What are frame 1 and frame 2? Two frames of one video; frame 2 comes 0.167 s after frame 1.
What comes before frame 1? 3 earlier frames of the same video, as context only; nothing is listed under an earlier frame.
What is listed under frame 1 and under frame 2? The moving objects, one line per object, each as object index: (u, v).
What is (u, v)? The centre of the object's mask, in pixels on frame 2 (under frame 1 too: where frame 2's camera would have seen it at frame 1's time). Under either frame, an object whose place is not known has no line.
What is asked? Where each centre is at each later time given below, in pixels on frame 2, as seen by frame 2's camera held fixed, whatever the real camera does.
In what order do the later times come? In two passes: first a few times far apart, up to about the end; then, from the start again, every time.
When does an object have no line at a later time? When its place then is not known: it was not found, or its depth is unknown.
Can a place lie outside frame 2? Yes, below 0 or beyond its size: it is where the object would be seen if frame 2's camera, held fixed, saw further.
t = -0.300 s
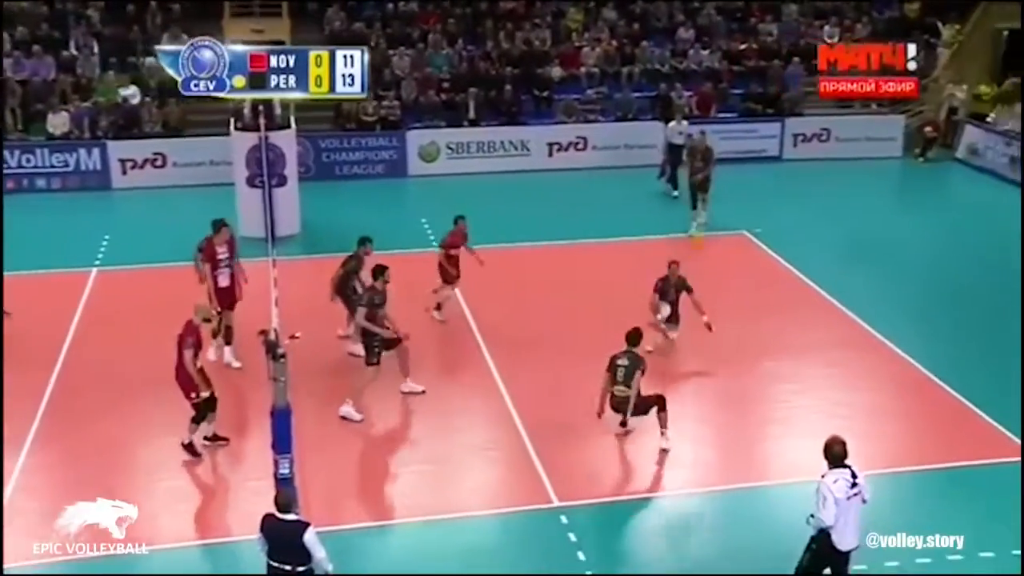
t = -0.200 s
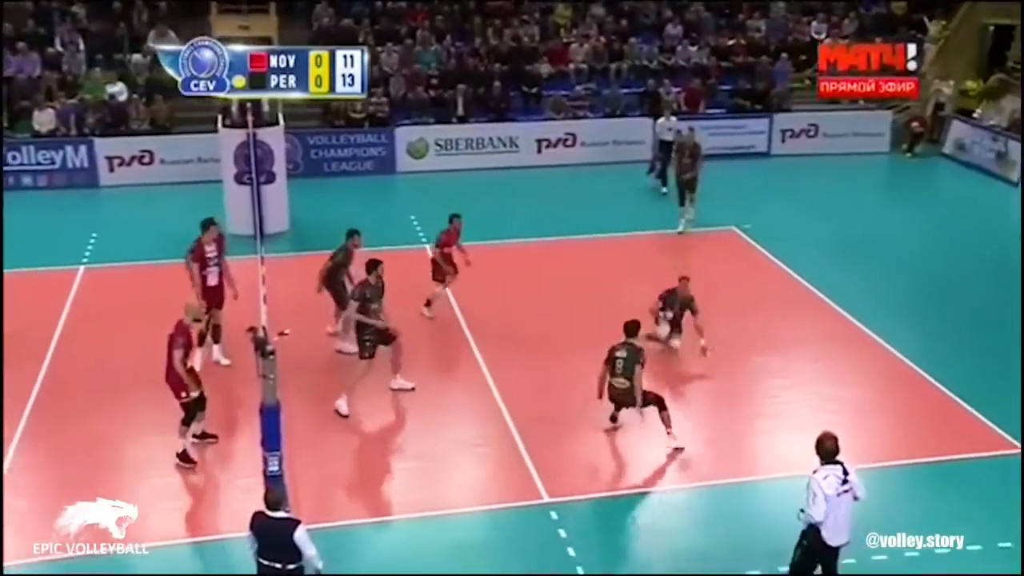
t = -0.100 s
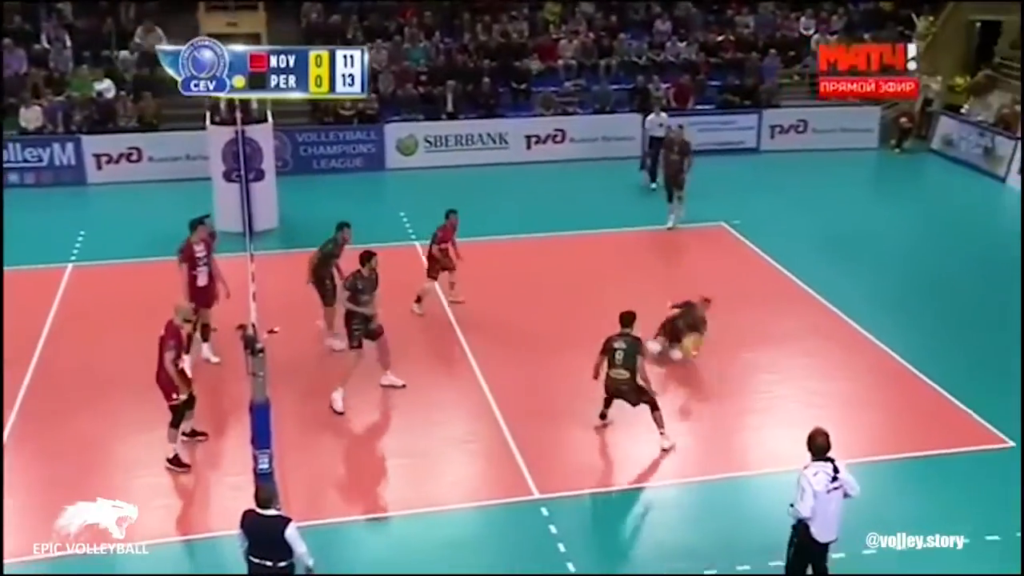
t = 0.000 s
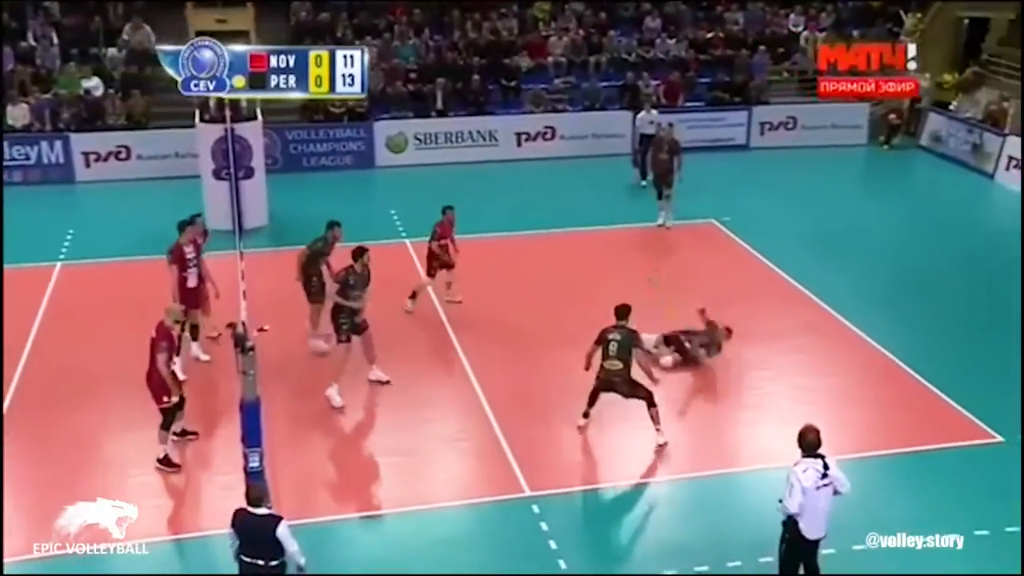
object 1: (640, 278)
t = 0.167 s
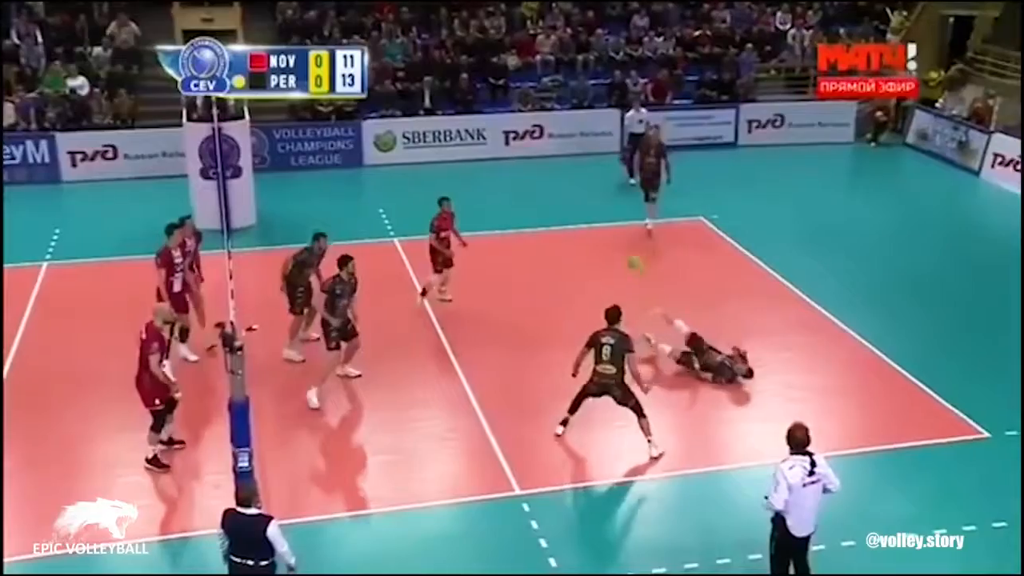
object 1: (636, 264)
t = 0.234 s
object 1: (625, 242)
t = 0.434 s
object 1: (588, 211)
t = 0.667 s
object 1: (544, 209)
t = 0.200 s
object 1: (630, 249)
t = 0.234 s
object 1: (625, 242)
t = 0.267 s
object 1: (623, 238)
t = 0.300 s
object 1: (613, 227)
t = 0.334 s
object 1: (608, 222)
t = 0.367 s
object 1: (604, 219)
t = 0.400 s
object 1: (597, 213)
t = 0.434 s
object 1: (588, 211)
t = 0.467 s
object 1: (585, 208)
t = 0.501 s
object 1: (577, 206)
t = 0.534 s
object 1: (571, 205)
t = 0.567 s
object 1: (568, 205)
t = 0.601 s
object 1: (556, 208)
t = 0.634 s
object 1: (549, 208)
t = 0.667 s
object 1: (544, 209)
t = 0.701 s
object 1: (537, 215)
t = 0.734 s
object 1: (528, 221)
